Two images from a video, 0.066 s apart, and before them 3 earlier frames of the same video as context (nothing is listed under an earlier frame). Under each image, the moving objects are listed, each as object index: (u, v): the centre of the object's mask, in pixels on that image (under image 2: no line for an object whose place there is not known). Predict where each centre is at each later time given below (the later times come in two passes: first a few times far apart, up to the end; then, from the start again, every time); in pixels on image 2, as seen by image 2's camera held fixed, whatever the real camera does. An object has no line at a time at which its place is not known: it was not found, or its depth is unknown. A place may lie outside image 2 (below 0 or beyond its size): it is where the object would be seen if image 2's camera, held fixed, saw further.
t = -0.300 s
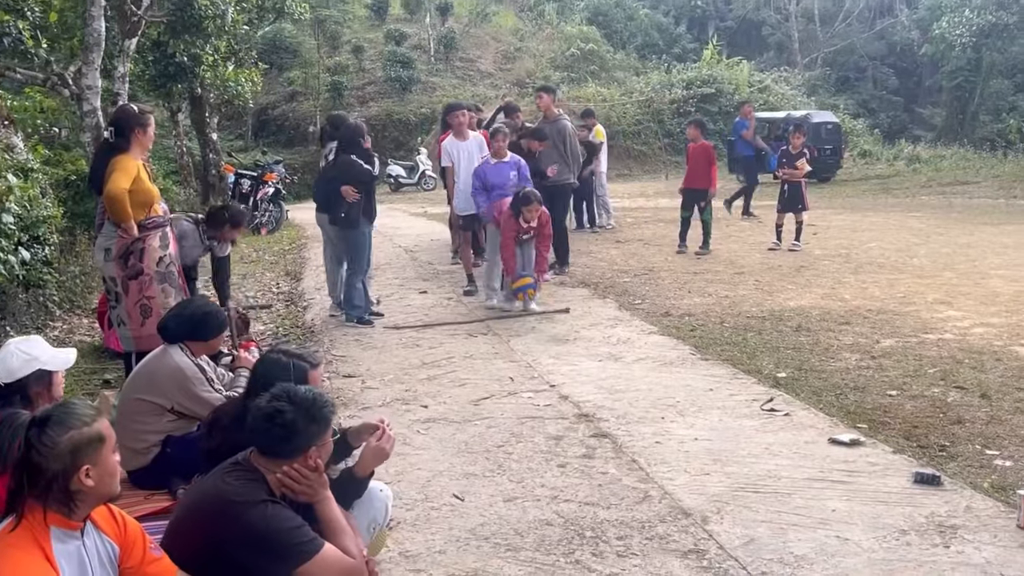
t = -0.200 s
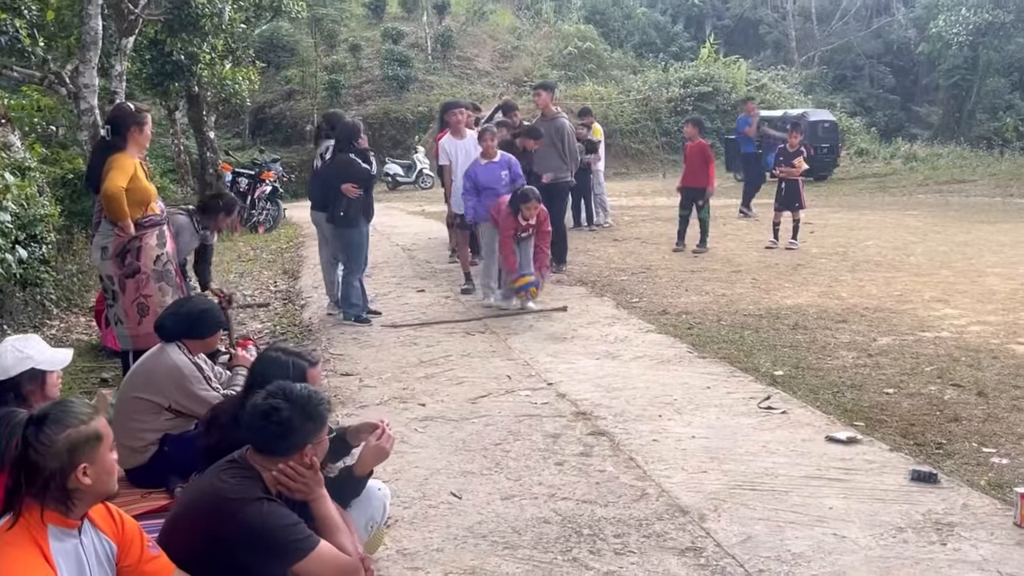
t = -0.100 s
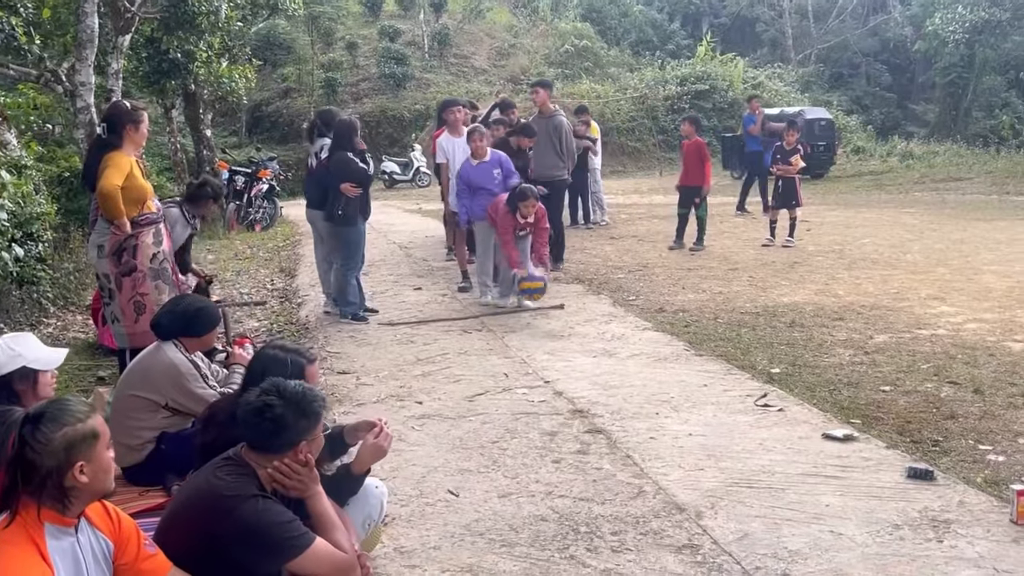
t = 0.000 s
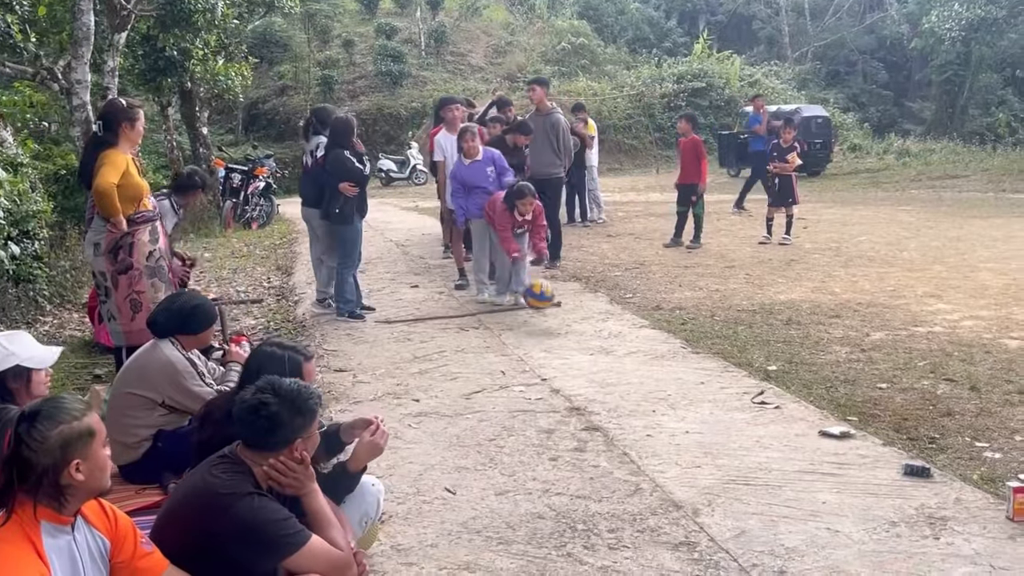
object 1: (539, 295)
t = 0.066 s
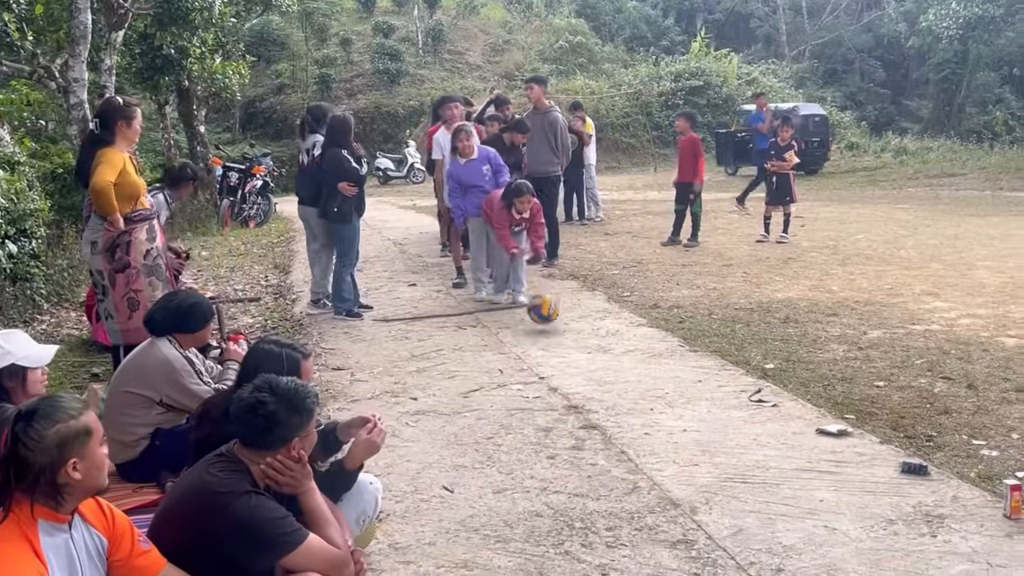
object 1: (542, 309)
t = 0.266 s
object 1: (560, 303)
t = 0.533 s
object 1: (583, 321)
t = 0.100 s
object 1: (546, 317)
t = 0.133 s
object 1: (549, 311)
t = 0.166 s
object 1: (552, 306)
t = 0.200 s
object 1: (554, 302)
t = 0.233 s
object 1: (556, 301)
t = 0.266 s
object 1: (560, 303)
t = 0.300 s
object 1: (563, 305)
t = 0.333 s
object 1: (565, 309)
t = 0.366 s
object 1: (569, 313)
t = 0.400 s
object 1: (572, 321)
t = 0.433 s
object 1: (575, 330)
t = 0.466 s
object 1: (578, 329)
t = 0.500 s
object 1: (581, 324)
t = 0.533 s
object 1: (583, 321)
